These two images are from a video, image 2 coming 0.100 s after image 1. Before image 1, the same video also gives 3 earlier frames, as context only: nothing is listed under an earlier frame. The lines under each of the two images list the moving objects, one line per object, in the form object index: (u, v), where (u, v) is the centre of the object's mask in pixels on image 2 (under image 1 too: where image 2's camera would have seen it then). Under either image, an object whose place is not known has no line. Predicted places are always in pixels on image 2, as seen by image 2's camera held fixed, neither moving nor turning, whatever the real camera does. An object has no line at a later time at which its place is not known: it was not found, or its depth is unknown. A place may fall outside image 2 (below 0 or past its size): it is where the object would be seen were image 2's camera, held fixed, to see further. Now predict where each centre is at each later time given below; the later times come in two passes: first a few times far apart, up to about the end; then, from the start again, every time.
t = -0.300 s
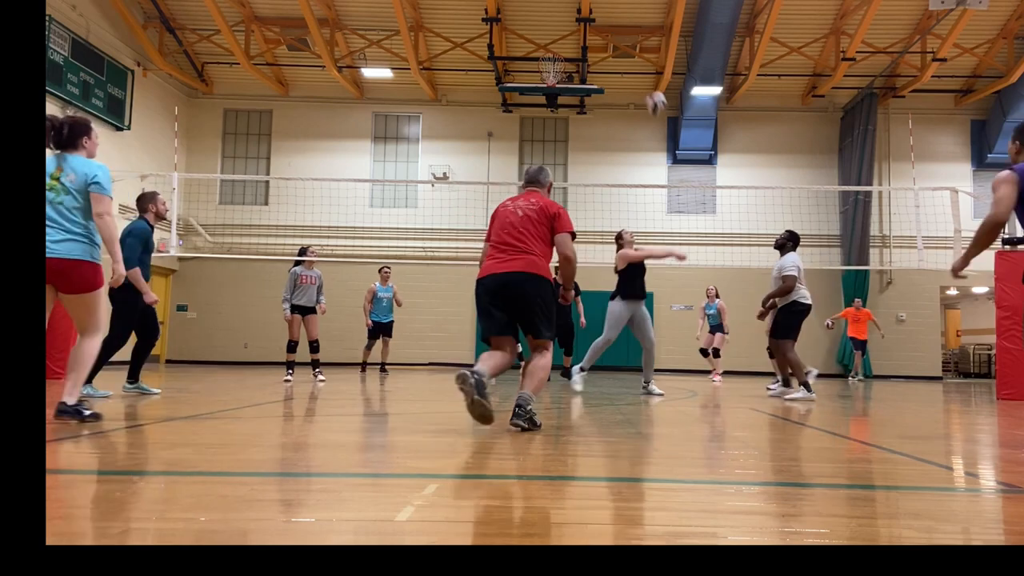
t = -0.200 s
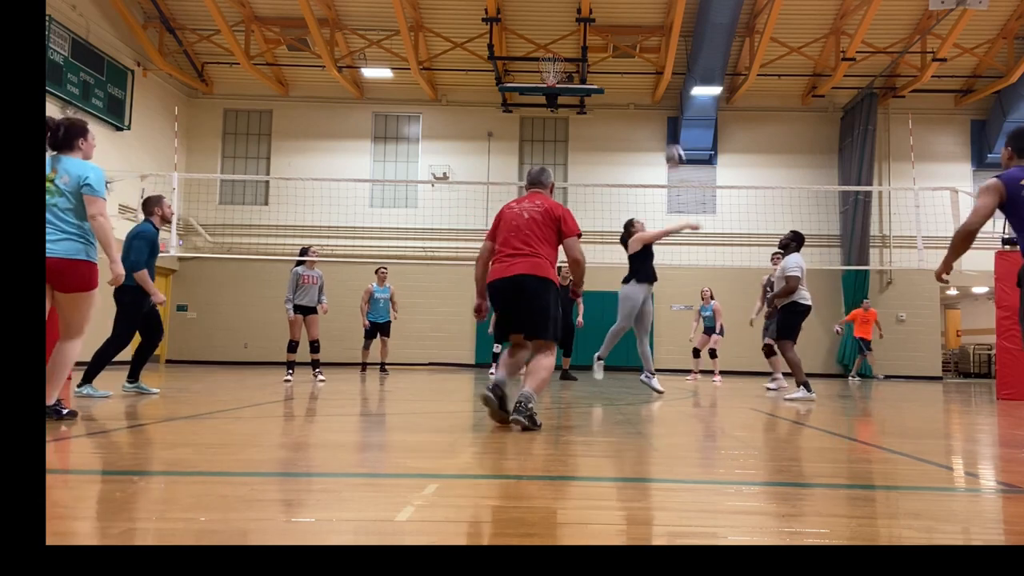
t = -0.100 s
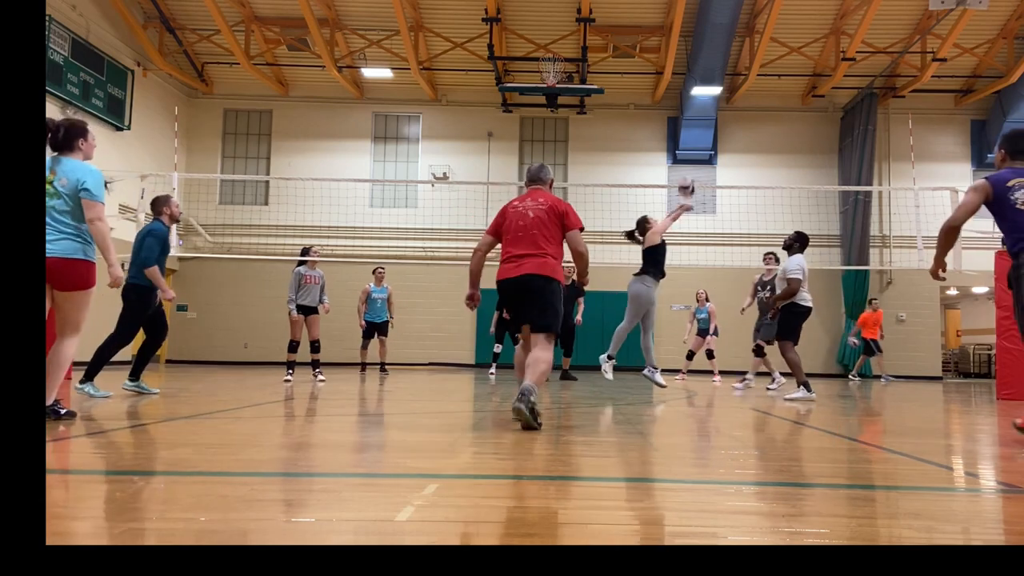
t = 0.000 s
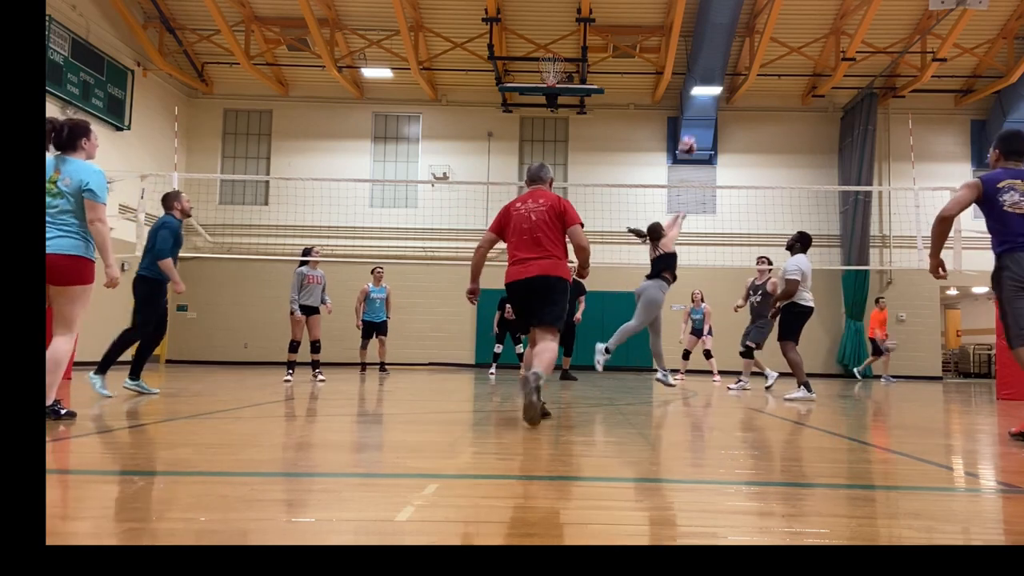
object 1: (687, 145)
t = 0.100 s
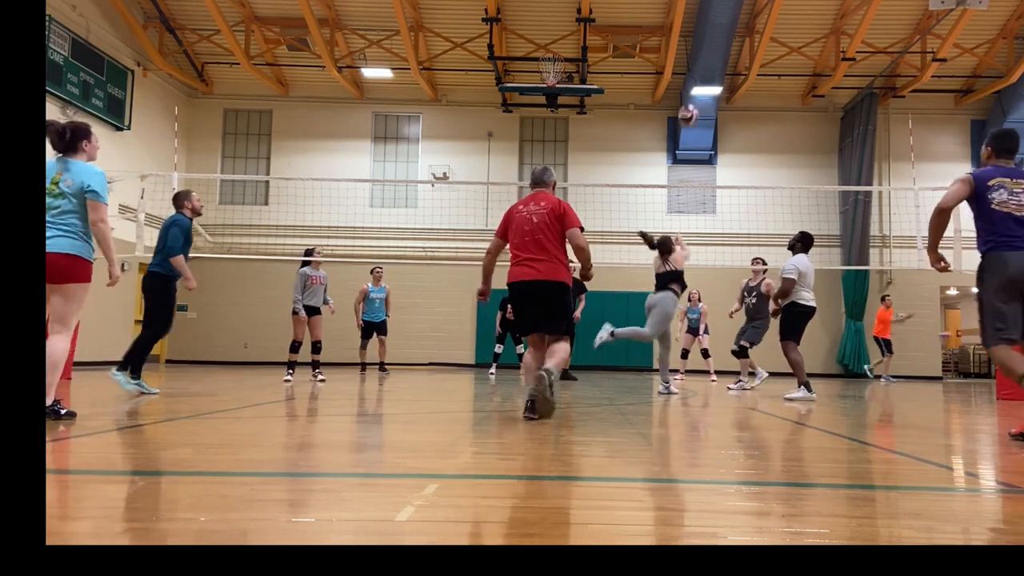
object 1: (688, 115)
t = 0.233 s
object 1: (687, 86)
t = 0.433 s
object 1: (689, 73)
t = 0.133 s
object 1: (687, 106)
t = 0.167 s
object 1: (687, 99)
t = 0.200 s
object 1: (687, 92)
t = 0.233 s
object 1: (687, 86)
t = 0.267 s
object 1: (688, 82)
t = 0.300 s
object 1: (689, 79)
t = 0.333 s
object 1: (689, 76)
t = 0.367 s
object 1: (689, 74)
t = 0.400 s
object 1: (689, 74)
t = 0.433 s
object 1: (689, 73)
